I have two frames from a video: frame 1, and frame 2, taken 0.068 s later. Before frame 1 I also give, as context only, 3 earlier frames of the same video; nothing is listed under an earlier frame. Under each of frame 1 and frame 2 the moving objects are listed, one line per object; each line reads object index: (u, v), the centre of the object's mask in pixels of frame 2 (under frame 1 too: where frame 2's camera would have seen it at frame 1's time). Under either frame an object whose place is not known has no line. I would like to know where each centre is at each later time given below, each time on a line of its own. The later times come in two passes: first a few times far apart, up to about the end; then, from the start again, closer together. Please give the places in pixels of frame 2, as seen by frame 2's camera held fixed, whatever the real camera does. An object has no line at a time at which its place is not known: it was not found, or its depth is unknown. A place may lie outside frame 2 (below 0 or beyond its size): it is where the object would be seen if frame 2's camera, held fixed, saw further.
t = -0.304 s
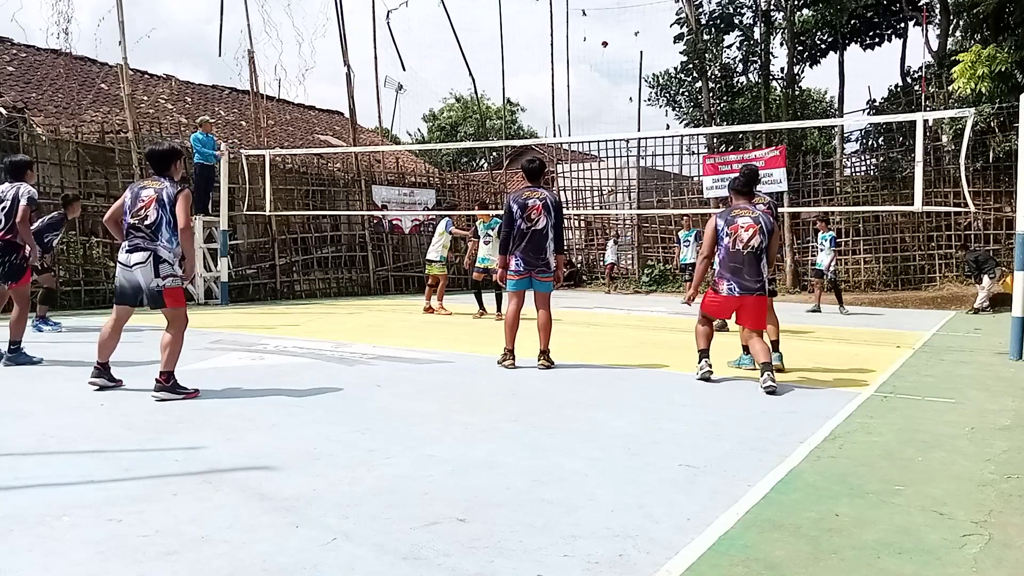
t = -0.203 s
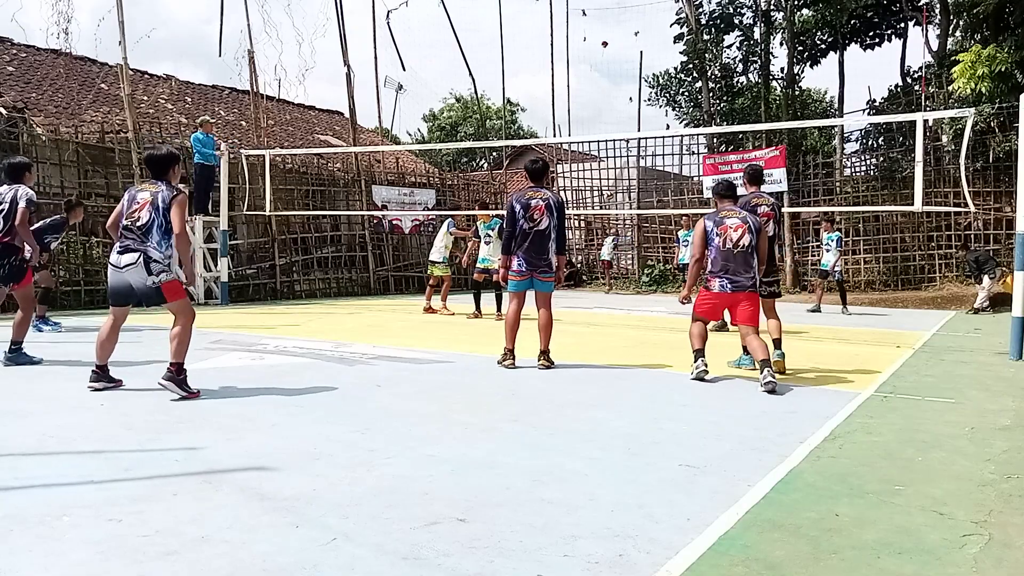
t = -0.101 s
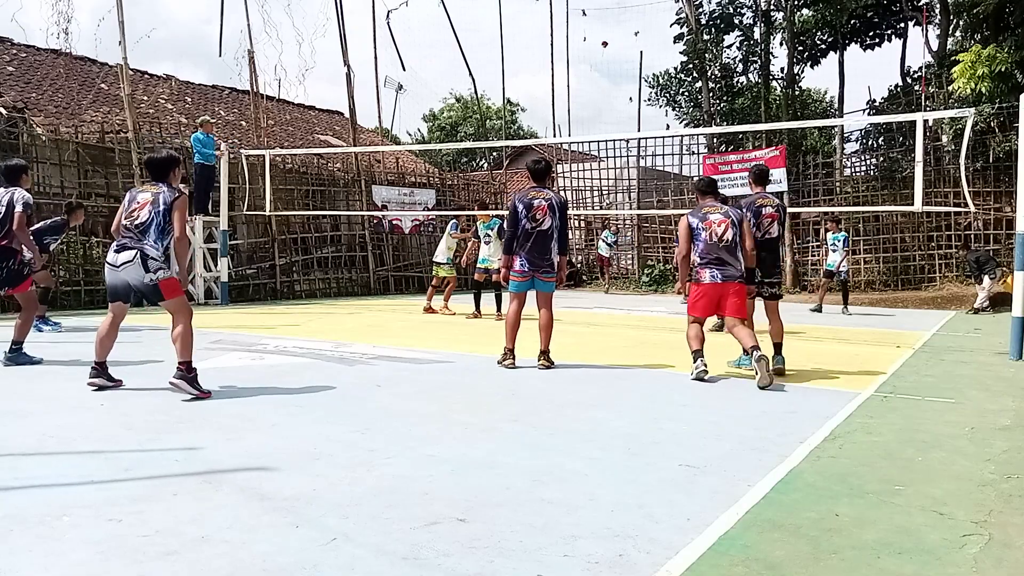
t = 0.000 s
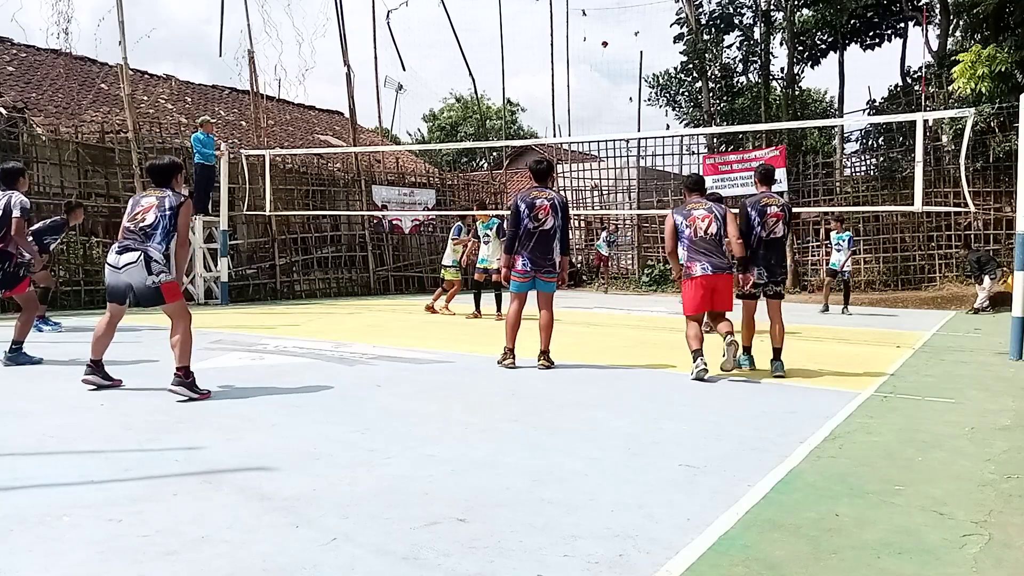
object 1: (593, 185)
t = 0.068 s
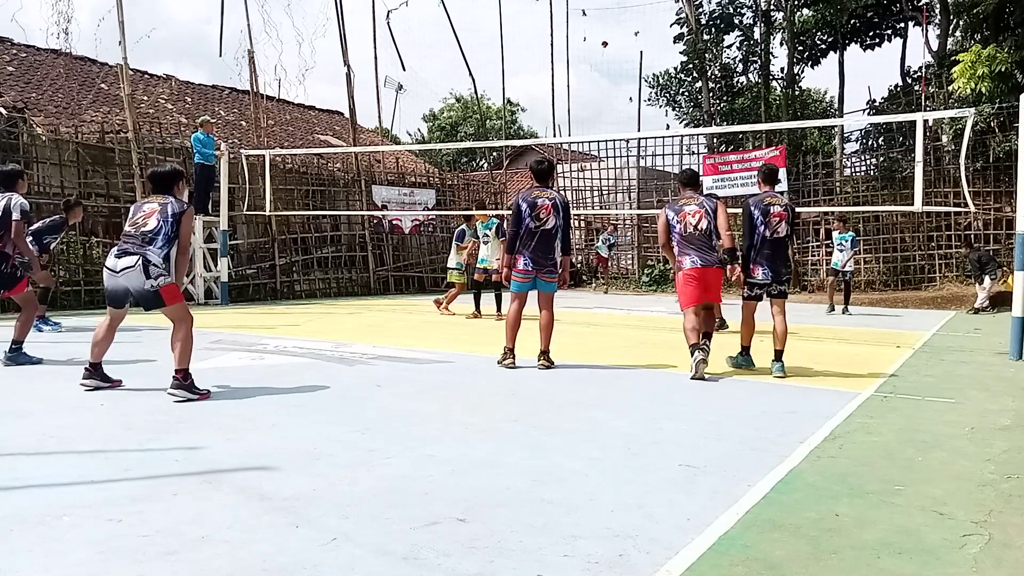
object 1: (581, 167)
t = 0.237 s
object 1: (542, 123)
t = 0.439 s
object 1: (483, 74)
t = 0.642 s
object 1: (401, 36)
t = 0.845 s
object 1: (281, 22)
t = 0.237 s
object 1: (542, 123)
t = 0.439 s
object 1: (483, 74)
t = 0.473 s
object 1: (470, 66)
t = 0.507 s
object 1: (458, 59)
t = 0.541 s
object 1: (445, 53)
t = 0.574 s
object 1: (431, 46)
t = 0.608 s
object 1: (417, 41)
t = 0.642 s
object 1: (401, 36)
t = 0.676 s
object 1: (384, 32)
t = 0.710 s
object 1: (367, 28)
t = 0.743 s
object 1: (347, 25)
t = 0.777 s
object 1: (327, 23)
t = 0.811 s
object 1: (305, 22)
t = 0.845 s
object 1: (281, 22)
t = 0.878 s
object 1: (255, 23)
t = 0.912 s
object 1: (228, 25)
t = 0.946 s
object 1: (198, 29)
